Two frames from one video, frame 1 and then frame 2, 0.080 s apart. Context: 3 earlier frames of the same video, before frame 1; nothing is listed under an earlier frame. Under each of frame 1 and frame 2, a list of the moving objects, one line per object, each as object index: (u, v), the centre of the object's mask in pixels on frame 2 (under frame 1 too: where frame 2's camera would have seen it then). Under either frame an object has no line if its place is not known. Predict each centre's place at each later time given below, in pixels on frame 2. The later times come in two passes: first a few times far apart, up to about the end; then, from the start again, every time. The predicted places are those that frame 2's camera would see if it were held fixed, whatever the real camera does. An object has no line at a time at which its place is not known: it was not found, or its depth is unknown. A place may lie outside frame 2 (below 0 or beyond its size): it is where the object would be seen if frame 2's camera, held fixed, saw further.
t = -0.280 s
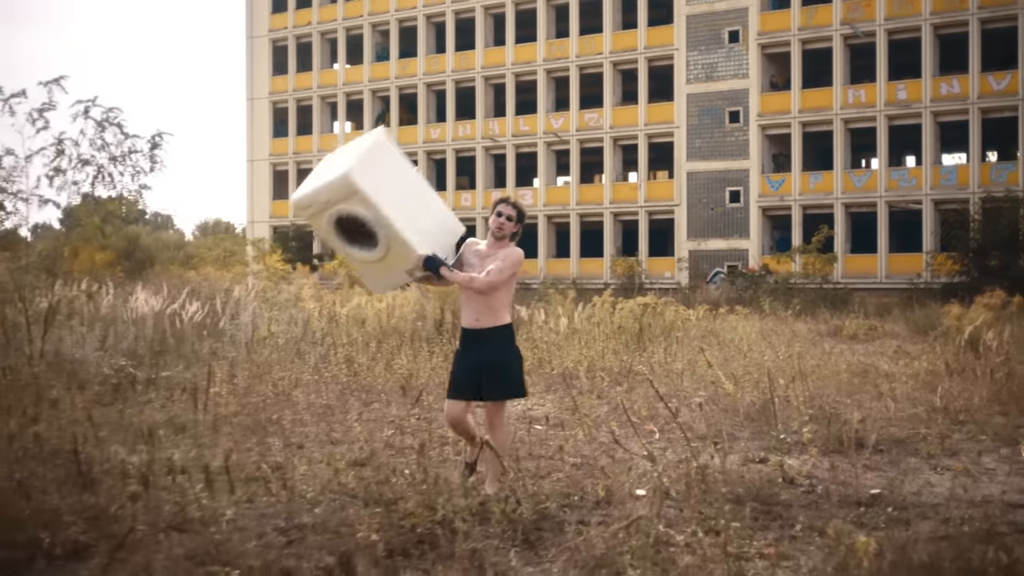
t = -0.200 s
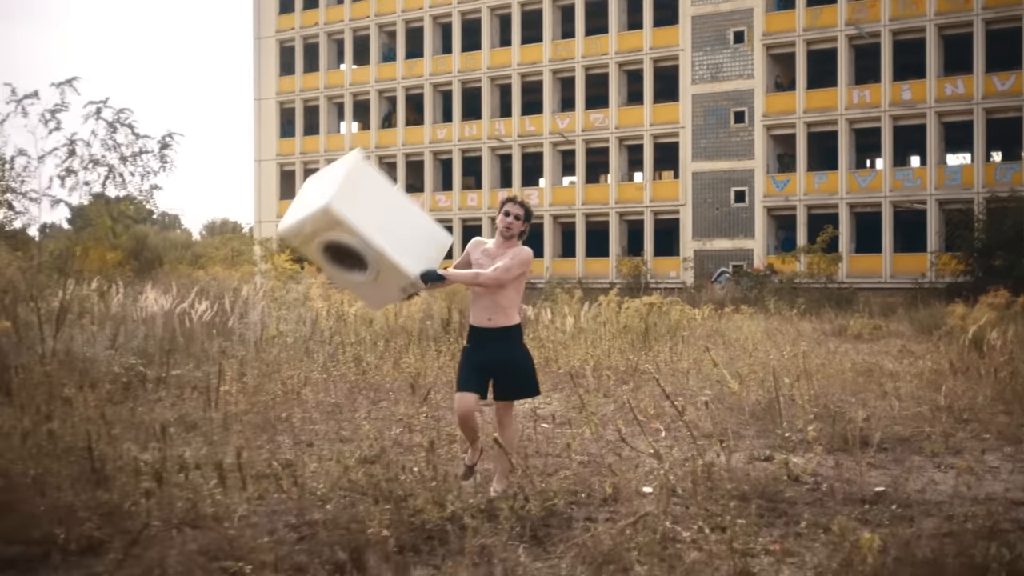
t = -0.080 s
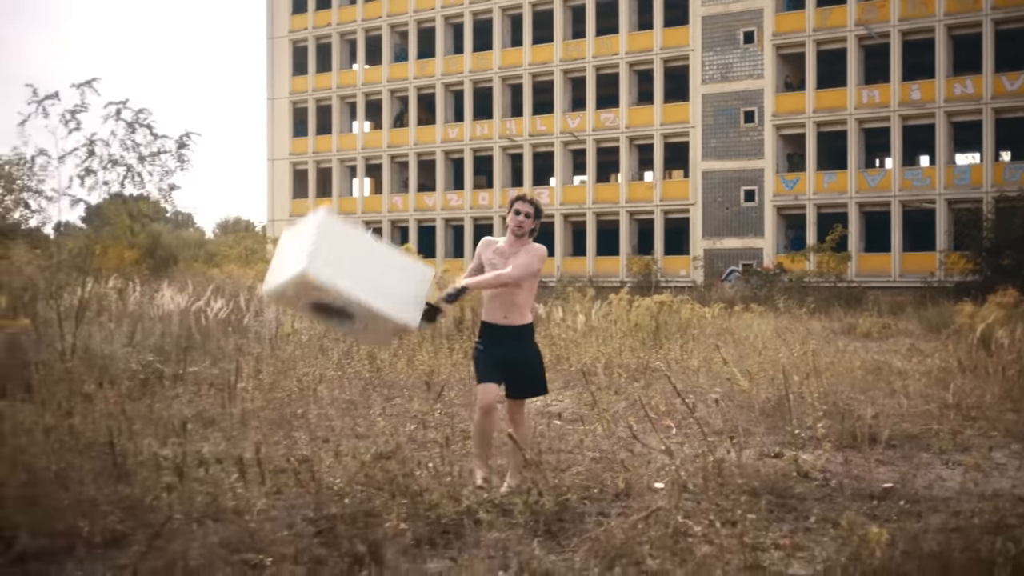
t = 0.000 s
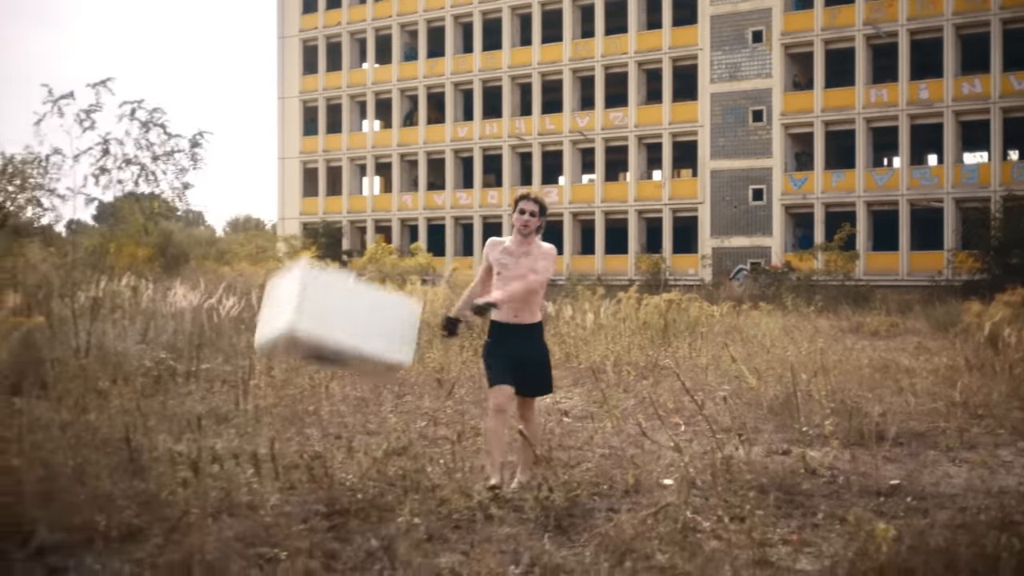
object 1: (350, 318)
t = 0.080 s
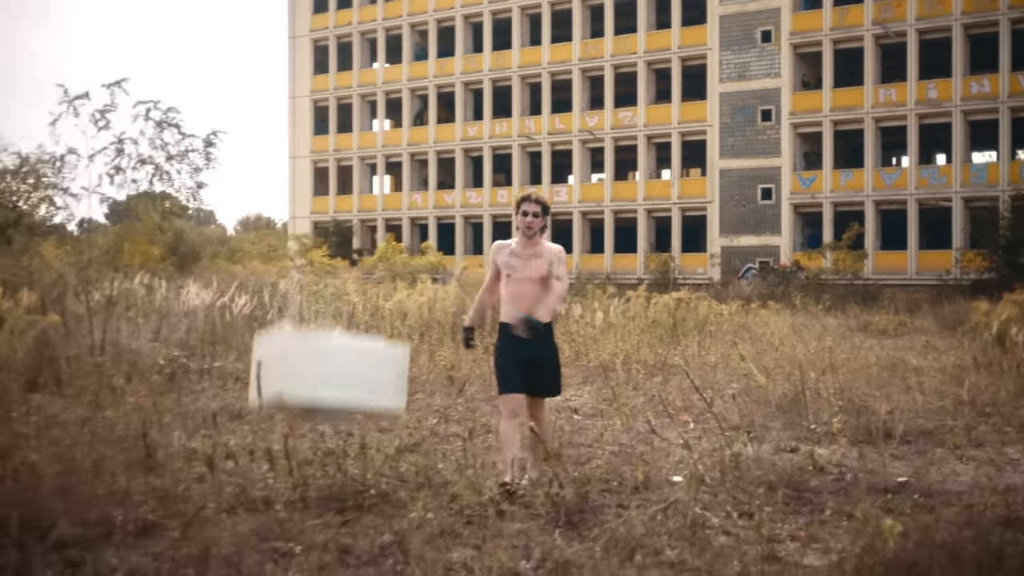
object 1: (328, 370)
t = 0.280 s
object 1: (298, 439)
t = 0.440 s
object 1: (300, 437)
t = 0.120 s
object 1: (318, 401)
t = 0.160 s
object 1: (305, 436)
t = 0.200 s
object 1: (299, 448)
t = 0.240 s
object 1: (298, 443)
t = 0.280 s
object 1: (298, 439)
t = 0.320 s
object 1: (299, 438)
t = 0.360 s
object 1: (300, 437)
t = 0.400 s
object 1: (300, 436)
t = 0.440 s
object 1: (300, 437)
